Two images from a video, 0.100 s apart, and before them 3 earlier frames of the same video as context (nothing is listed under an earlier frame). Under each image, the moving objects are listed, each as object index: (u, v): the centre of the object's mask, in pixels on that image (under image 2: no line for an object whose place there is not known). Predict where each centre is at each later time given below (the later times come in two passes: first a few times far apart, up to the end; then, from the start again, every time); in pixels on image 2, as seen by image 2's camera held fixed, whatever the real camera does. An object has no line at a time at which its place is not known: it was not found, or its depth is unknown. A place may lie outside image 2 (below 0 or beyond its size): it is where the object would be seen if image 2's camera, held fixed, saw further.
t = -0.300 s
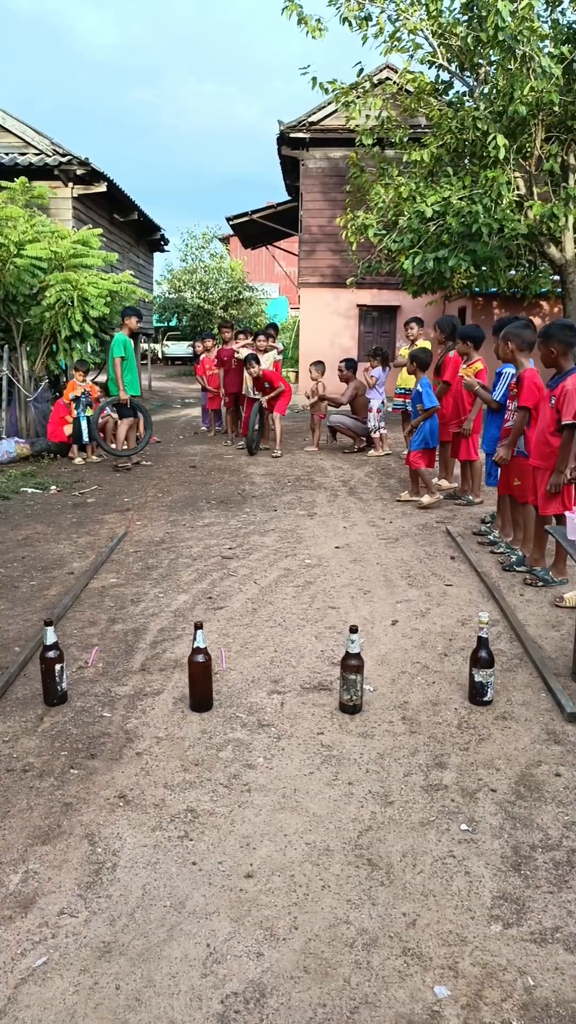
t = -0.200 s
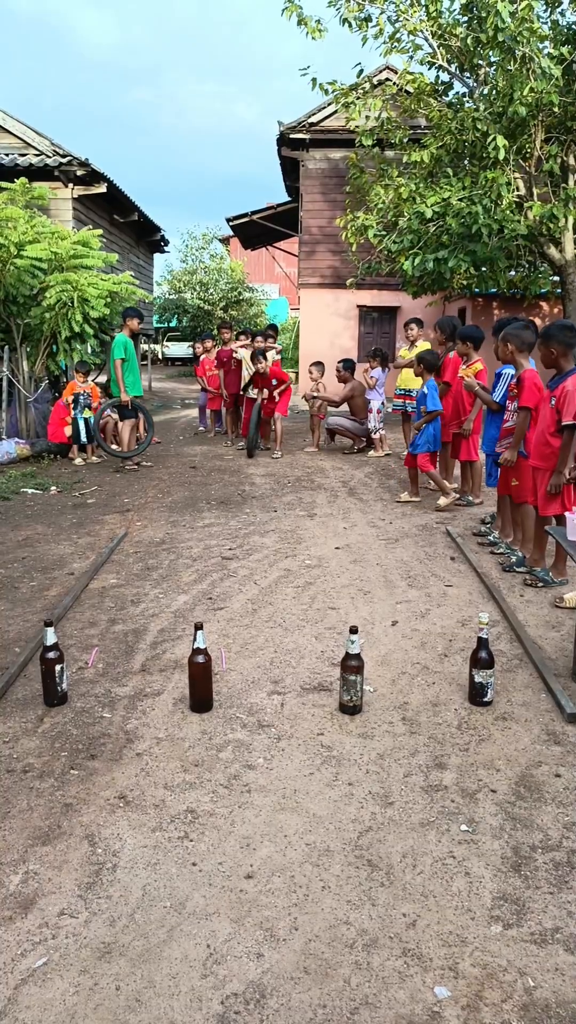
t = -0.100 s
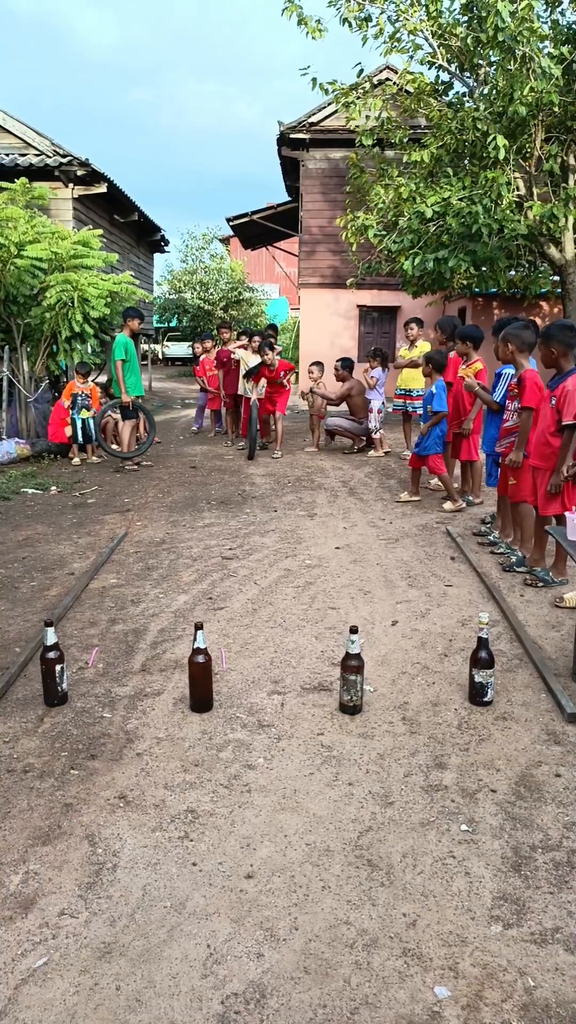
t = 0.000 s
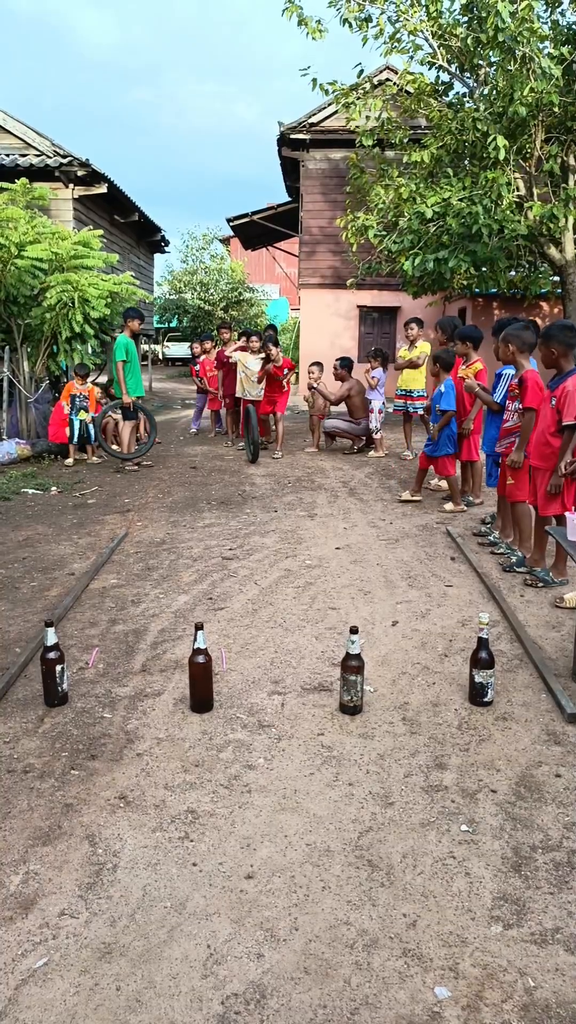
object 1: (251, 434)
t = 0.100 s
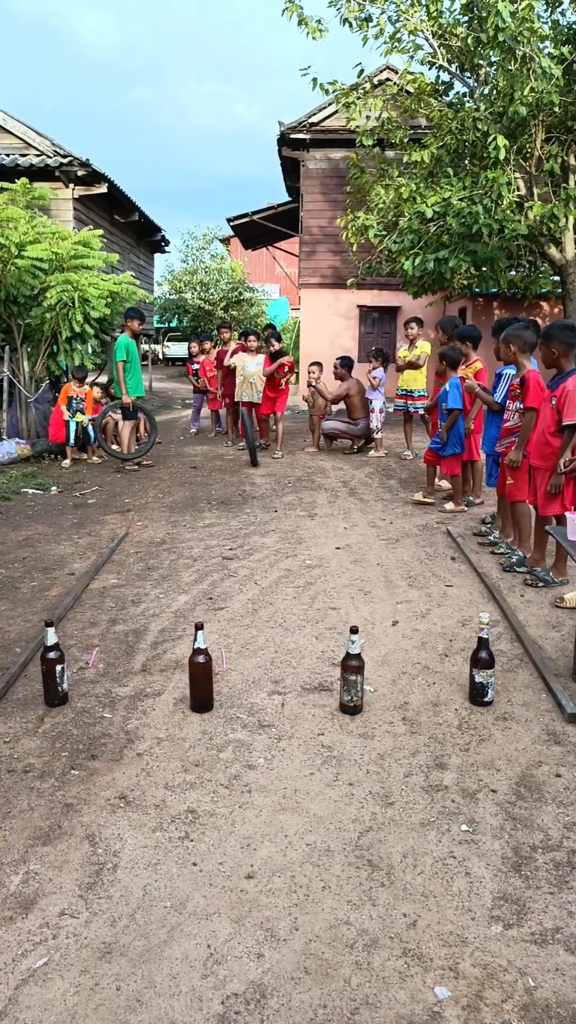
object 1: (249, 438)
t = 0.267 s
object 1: (246, 441)
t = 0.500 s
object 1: (241, 448)
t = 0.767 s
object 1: (229, 458)
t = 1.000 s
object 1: (217, 467)
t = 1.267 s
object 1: (195, 481)
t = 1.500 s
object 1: (170, 493)
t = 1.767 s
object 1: (131, 510)
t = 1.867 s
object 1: (113, 518)
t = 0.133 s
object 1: (249, 439)
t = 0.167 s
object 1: (248, 440)
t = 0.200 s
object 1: (248, 439)
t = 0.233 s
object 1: (247, 440)
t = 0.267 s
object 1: (246, 441)
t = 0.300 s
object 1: (245, 442)
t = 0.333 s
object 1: (245, 442)
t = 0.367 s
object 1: (244, 444)
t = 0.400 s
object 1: (243, 444)
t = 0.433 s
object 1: (242, 446)
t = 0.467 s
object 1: (241, 448)
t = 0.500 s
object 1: (241, 448)
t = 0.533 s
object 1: (240, 449)
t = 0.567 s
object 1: (239, 451)
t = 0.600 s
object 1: (237, 452)
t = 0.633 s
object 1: (236, 453)
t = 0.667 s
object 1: (234, 453)
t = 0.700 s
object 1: (233, 455)
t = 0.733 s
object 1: (231, 456)
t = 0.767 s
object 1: (229, 458)
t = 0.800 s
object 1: (228, 459)
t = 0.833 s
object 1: (226, 460)
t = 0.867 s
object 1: (225, 461)
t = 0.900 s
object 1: (223, 463)
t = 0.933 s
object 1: (221, 464)
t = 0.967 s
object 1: (219, 466)
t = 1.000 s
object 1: (217, 467)
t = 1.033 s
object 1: (215, 468)
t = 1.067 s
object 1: (213, 469)
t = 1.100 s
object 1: (210, 472)
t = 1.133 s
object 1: (207, 473)
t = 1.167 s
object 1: (204, 475)
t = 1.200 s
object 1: (201, 476)
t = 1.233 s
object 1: (198, 479)
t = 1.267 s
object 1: (195, 481)
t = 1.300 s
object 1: (192, 482)
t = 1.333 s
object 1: (188, 484)
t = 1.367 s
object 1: (185, 487)
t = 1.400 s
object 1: (181, 488)
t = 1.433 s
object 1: (178, 490)
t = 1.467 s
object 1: (174, 491)
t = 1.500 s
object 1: (170, 493)
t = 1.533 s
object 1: (166, 494)
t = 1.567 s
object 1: (161, 497)
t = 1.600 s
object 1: (157, 498)
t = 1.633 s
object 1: (152, 501)
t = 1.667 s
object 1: (147, 503)
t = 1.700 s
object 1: (142, 505)
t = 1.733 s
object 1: (137, 507)
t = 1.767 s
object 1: (131, 510)
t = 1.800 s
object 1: (126, 514)
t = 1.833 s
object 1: (120, 515)
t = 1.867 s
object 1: (113, 518)
